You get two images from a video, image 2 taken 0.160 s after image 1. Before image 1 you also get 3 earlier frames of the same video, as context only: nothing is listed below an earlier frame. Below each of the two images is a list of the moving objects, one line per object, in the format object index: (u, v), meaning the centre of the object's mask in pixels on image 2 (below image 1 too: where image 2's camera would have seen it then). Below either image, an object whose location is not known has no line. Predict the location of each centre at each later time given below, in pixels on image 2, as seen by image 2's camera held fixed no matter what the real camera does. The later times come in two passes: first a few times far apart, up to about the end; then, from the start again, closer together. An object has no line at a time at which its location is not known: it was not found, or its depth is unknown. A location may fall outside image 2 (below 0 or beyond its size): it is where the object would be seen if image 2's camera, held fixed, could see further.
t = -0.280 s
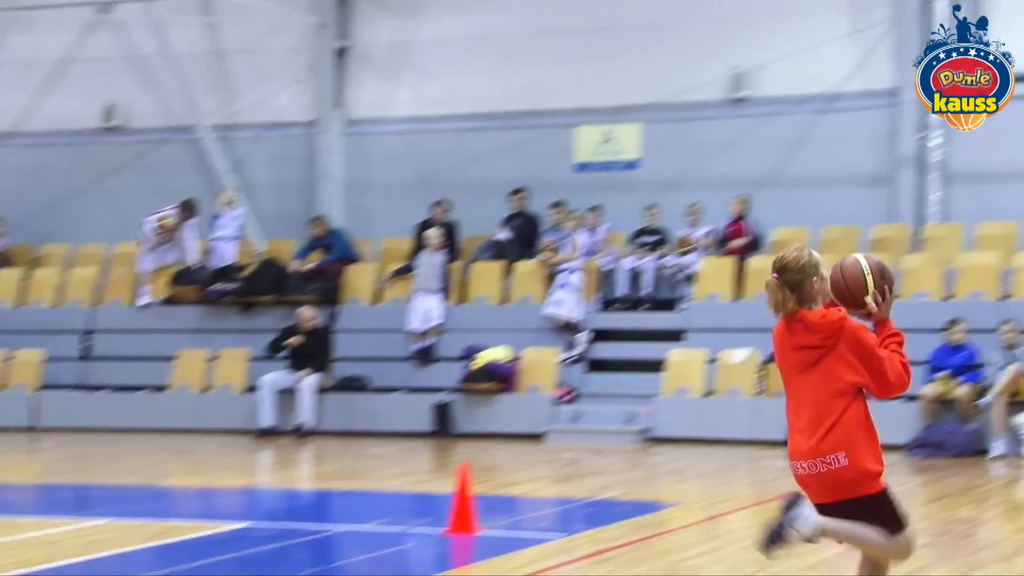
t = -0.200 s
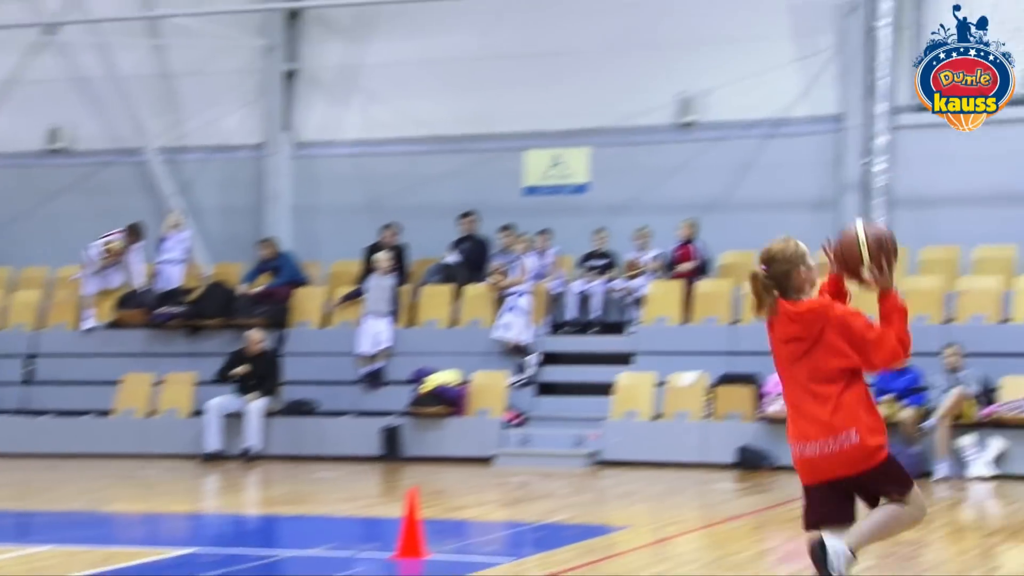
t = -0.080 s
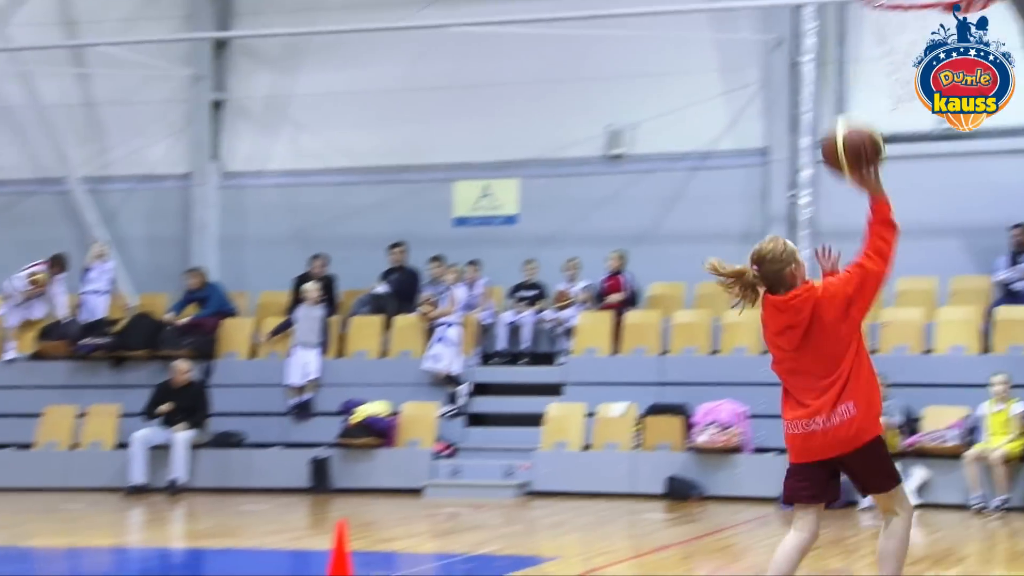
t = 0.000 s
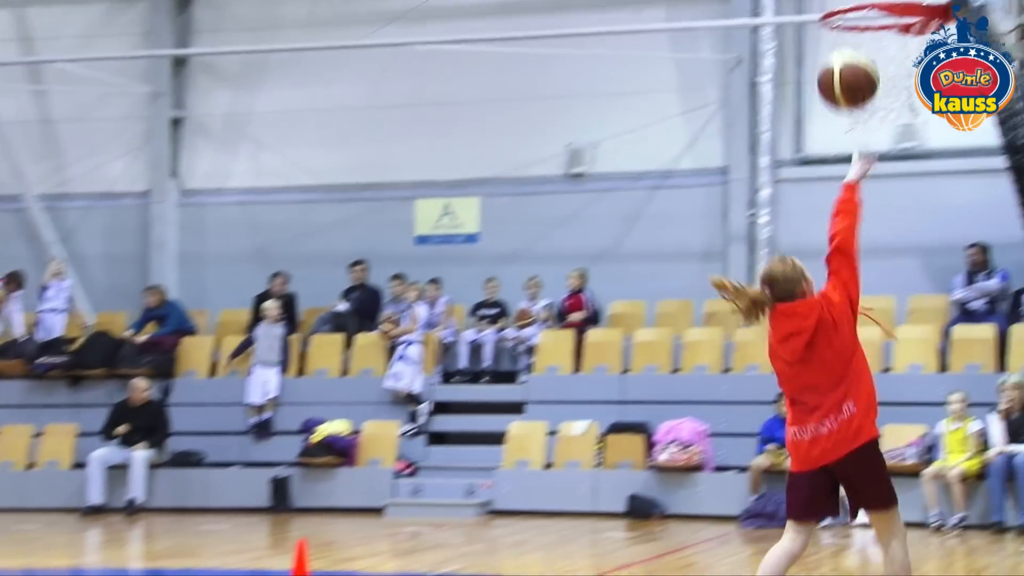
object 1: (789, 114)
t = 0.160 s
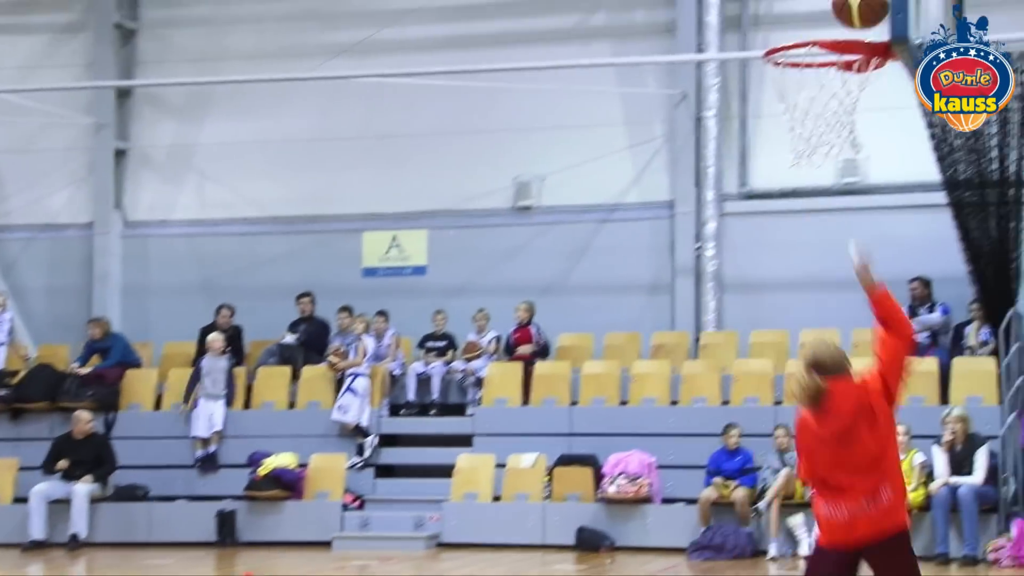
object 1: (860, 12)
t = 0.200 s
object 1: (872, 3)
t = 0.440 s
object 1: (828, 9)
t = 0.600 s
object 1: (795, 91)
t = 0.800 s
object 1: (793, 210)
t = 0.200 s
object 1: (872, 3)
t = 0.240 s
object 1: (871, -3)
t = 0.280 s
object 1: (865, -5)
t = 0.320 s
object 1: (857, -6)
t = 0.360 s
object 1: (848, -4)
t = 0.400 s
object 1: (837, 1)
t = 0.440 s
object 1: (828, 9)
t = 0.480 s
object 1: (820, 20)
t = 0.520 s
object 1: (810, 42)
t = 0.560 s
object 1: (803, 73)
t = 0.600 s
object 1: (795, 91)
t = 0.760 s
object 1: (793, 182)
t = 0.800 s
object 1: (793, 210)
